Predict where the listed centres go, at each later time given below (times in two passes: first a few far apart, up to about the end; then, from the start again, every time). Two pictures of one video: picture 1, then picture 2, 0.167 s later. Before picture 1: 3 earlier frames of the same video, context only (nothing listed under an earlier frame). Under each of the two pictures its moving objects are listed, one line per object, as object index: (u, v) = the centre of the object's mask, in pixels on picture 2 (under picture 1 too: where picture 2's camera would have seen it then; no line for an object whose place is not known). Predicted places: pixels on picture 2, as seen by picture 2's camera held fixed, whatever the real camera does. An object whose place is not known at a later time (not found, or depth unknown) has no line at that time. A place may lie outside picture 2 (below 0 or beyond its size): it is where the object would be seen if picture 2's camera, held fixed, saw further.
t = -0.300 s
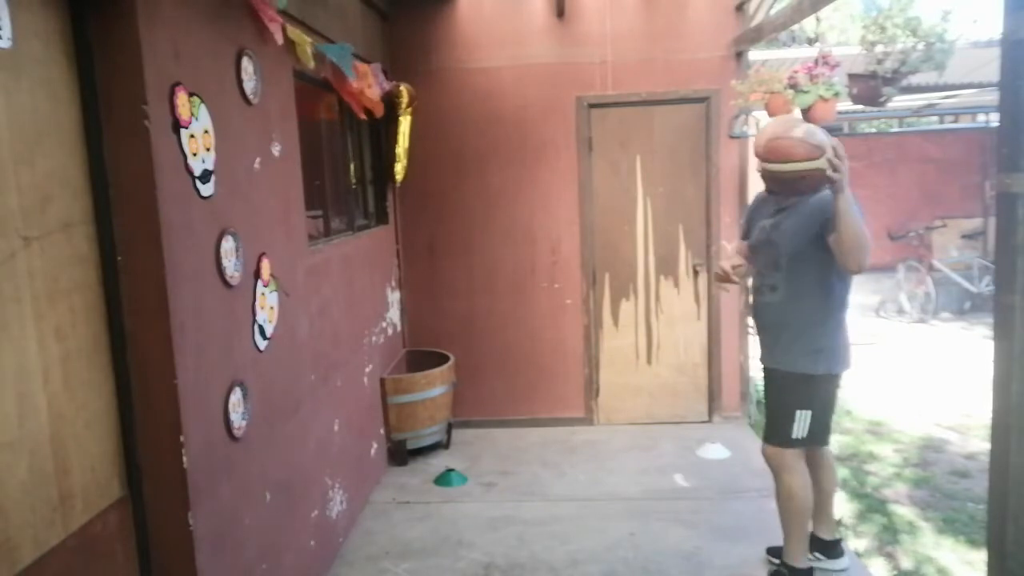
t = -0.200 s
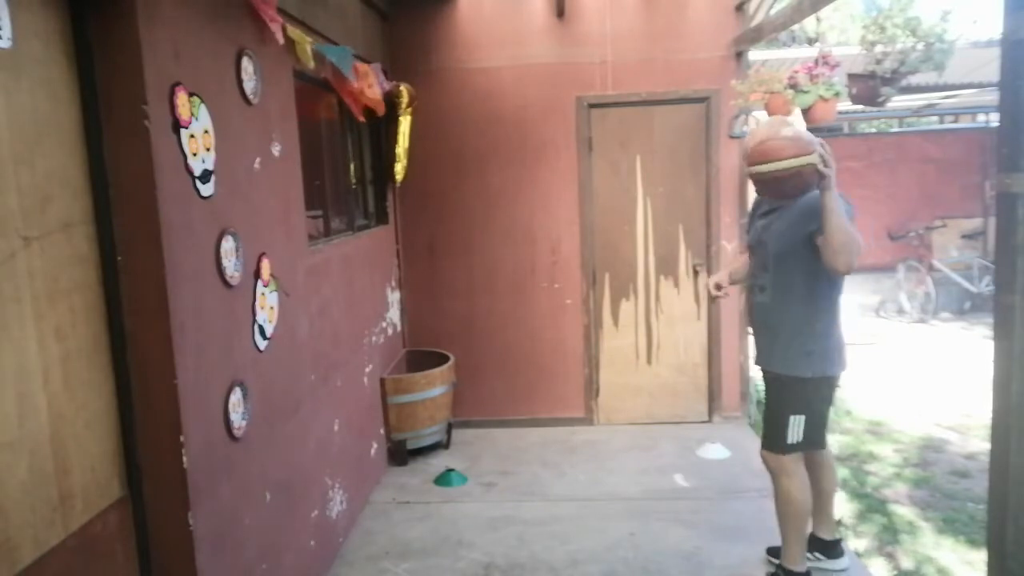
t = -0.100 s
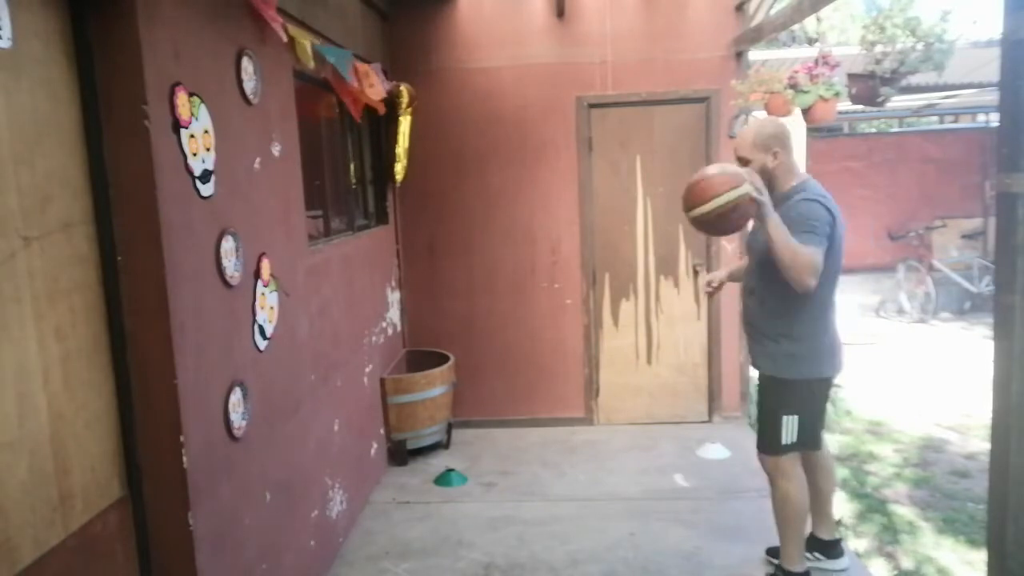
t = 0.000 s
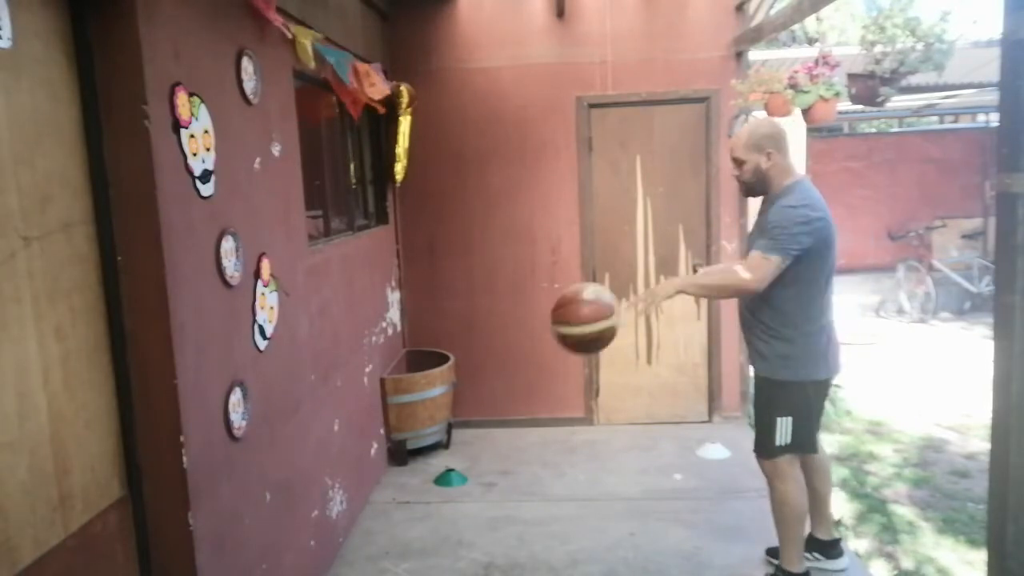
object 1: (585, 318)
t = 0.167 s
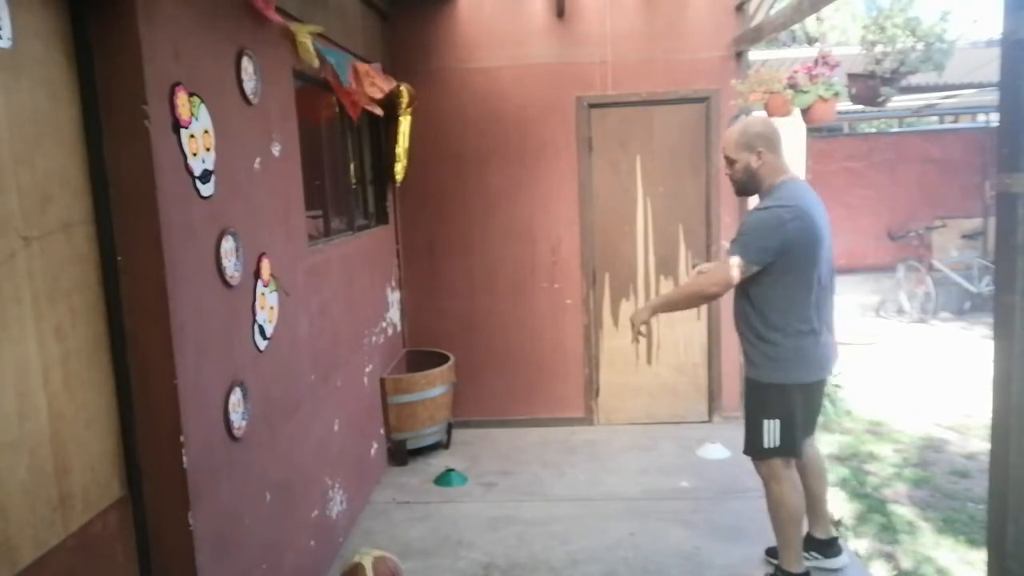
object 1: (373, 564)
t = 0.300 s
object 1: (338, 419)
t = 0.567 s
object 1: (477, 251)
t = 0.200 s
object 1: (349, 533)
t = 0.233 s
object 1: (327, 488)
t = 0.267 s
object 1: (324, 449)
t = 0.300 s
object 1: (338, 419)
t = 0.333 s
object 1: (356, 389)
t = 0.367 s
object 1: (373, 360)
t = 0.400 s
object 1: (389, 335)
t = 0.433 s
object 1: (406, 312)
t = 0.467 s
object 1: (423, 293)
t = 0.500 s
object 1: (442, 277)
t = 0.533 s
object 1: (459, 262)
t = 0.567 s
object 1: (477, 251)
